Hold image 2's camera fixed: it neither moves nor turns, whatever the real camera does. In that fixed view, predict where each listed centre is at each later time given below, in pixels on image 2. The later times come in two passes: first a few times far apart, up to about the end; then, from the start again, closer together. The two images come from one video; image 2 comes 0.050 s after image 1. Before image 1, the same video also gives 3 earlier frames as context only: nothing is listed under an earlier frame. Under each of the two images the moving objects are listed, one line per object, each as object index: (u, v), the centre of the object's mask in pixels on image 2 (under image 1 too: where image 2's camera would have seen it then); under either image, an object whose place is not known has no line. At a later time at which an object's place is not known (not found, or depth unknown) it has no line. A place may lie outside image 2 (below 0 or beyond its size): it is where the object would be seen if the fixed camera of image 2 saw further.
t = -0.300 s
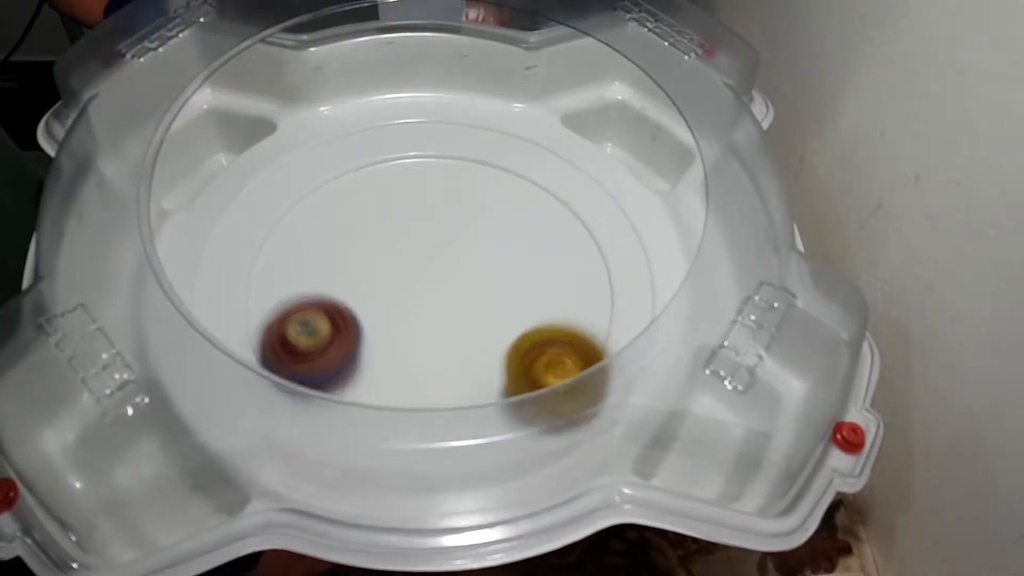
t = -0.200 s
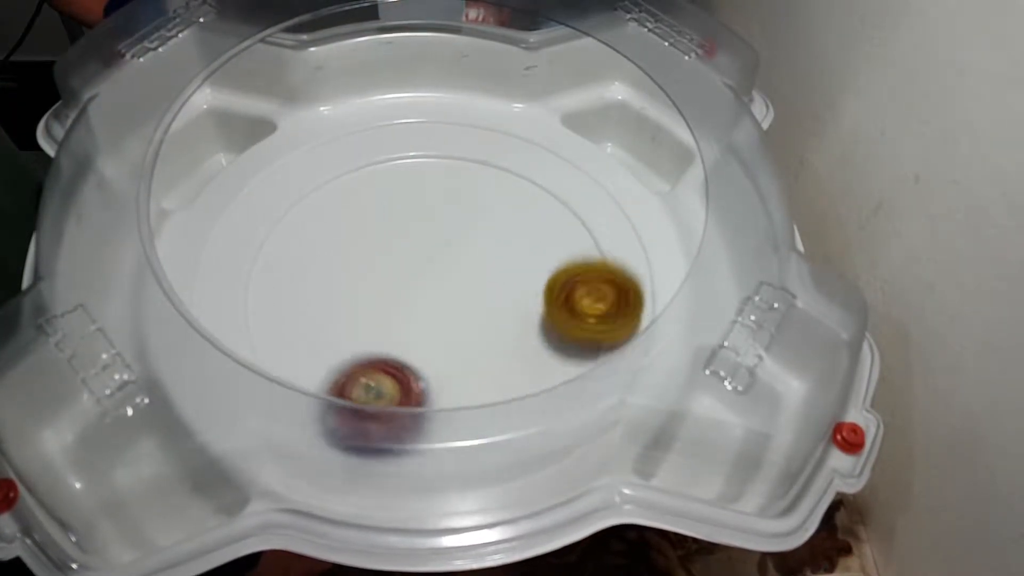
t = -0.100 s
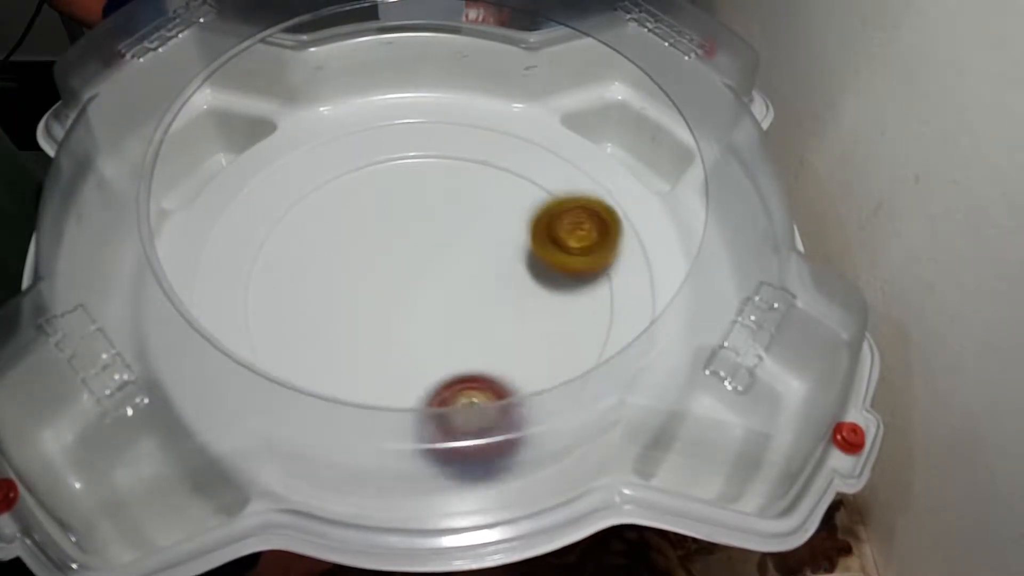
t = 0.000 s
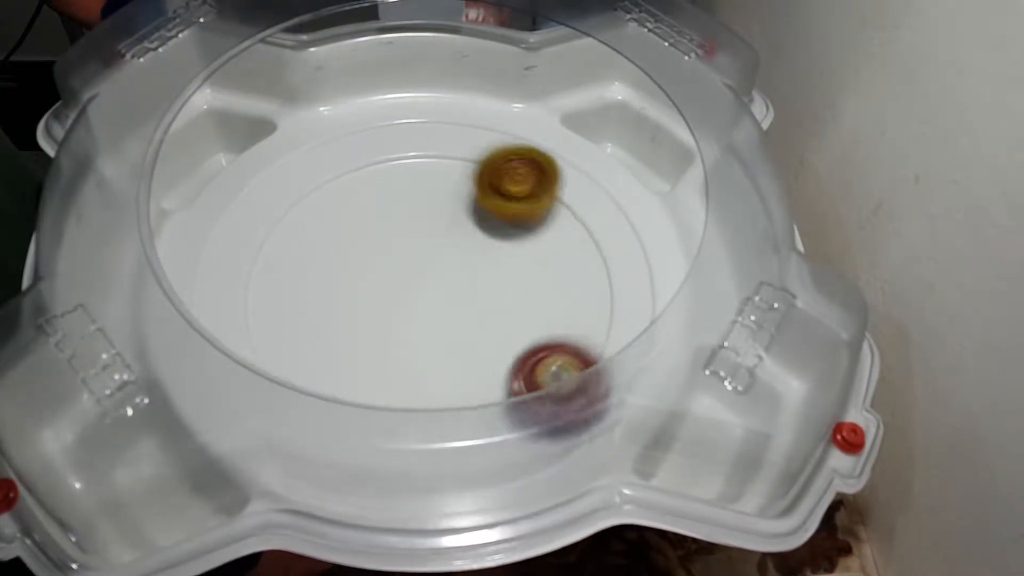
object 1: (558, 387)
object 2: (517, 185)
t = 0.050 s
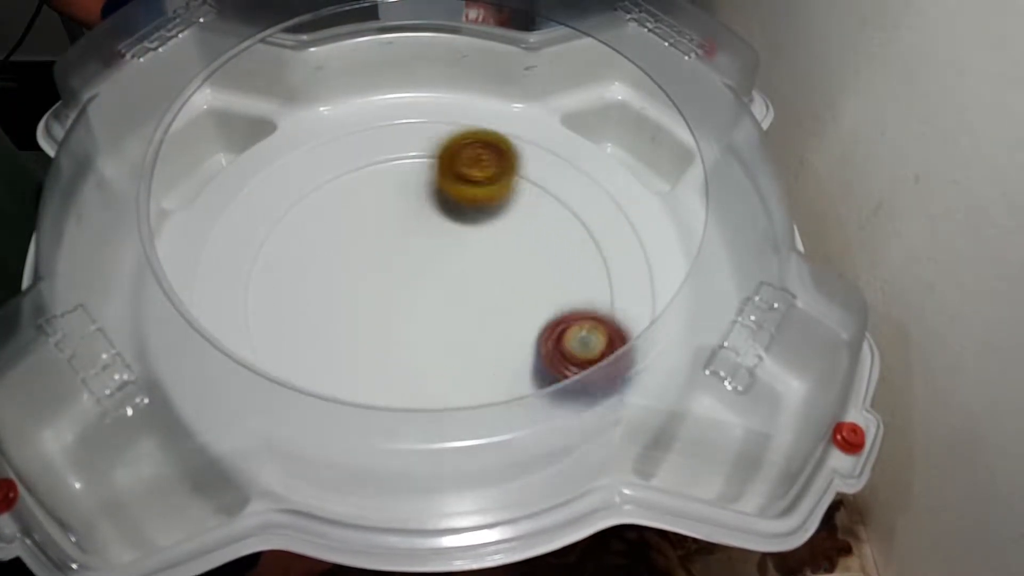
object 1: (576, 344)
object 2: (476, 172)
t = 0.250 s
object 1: (558, 214)
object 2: (308, 190)
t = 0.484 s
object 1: (364, 173)
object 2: (275, 335)
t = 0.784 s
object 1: (275, 367)
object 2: (527, 363)
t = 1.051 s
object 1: (538, 392)
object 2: (537, 202)
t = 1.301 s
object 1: (544, 221)
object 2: (344, 166)
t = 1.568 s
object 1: (318, 227)
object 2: (271, 323)
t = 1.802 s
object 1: (323, 395)
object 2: (468, 378)
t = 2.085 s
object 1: (549, 359)
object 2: (566, 230)
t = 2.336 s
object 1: (520, 217)
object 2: (402, 156)
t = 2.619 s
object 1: (317, 211)
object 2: (275, 301)
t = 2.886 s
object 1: (364, 373)
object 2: (467, 378)
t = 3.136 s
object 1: (503, 360)
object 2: (595, 263)
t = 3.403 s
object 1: (514, 235)
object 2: (432, 180)
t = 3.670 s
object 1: (360, 218)
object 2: (311, 290)
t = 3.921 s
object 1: (307, 336)
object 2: (394, 378)
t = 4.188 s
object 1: (446, 367)
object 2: (567, 348)
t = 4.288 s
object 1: (485, 327)
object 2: (592, 309)
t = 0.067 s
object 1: (583, 336)
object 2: (461, 170)
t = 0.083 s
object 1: (589, 328)
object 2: (447, 165)
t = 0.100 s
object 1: (594, 318)
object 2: (432, 164)
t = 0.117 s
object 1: (597, 306)
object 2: (417, 163)
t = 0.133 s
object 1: (597, 294)
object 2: (402, 164)
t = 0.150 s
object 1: (595, 281)
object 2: (387, 165)
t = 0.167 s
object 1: (592, 269)
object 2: (373, 167)
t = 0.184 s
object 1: (588, 257)
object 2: (358, 169)
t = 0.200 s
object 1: (583, 245)
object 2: (345, 174)
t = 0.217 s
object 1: (576, 234)
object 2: (332, 178)
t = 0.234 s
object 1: (568, 223)
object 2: (320, 184)
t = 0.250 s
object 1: (558, 214)
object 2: (308, 190)
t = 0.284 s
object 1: (537, 197)
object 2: (287, 206)
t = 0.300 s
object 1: (526, 190)
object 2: (277, 217)
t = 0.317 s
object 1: (513, 183)
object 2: (270, 228)
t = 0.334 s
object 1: (500, 178)
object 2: (263, 238)
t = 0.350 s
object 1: (486, 173)
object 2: (257, 249)
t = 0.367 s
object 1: (471, 170)
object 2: (254, 260)
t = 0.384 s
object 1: (456, 167)
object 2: (251, 273)
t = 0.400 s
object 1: (441, 165)
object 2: (250, 285)
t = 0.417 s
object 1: (426, 165)
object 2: (251, 297)
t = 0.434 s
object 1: (410, 165)
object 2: (255, 308)
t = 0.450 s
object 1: (395, 166)
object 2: (260, 317)
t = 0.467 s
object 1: (379, 169)
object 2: (267, 327)
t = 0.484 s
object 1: (364, 173)
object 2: (275, 335)
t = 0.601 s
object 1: (274, 223)
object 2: (364, 380)
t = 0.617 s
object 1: (265, 234)
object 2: (379, 383)
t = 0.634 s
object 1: (258, 246)
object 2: (395, 385)
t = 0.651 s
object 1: (251, 258)
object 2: (412, 386)
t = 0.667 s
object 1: (247, 271)
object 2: (428, 386)
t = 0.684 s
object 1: (244, 285)
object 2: (443, 386)
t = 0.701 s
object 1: (245, 298)
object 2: (459, 384)
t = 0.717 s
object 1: (249, 310)
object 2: (475, 381)
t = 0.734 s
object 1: (251, 326)
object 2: (489, 378)
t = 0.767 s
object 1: (266, 354)
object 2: (515, 369)
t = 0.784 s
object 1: (275, 367)
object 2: (527, 363)
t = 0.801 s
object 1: (287, 379)
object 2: (538, 357)
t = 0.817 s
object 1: (299, 390)
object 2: (548, 350)
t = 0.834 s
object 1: (314, 400)
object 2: (557, 342)
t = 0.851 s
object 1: (330, 408)
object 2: (566, 332)
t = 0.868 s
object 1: (347, 415)
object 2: (572, 322)
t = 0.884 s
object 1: (365, 422)
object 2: (575, 311)
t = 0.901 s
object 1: (383, 427)
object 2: (577, 299)
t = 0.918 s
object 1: (402, 430)
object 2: (577, 288)
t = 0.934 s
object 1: (421, 430)
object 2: (576, 275)
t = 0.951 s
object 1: (440, 430)
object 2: (574, 264)
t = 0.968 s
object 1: (458, 427)
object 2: (571, 252)
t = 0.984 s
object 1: (476, 423)
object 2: (566, 241)
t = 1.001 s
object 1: (493, 416)
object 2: (560, 230)
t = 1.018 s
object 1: (509, 409)
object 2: (553, 222)
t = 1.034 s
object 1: (525, 401)
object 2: (546, 211)
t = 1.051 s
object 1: (538, 392)
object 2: (537, 202)
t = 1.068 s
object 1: (550, 383)
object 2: (527, 194)
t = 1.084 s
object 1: (560, 372)
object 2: (516, 188)
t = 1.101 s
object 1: (568, 361)
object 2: (505, 182)
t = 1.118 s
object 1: (571, 342)
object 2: (493, 176)
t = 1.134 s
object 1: (578, 334)
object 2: (480, 171)
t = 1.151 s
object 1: (582, 324)
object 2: (468, 167)
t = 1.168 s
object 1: (585, 312)
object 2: (454, 162)
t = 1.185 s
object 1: (585, 300)
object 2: (441, 158)
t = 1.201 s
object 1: (583, 287)
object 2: (426, 156)
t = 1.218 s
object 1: (580, 275)
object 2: (413, 157)
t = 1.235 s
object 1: (576, 264)
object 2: (399, 155)
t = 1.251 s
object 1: (571, 252)
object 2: (385, 156)
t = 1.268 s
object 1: (564, 241)
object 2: (370, 160)
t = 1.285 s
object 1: (555, 231)
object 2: (357, 162)
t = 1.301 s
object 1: (544, 221)
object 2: (344, 166)
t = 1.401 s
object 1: (461, 187)
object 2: (279, 206)
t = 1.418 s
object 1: (445, 185)
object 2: (272, 216)
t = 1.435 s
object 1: (429, 183)
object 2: (265, 226)
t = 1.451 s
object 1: (413, 184)
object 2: (260, 238)
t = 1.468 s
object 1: (398, 187)
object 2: (257, 250)
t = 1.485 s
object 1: (384, 191)
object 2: (255, 263)
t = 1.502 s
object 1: (368, 194)
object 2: (254, 274)
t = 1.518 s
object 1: (354, 200)
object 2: (255, 288)
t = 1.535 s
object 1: (341, 207)
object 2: (258, 301)
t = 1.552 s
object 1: (329, 216)
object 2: (264, 312)
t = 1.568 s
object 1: (318, 227)
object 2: (271, 323)
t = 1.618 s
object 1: (294, 259)
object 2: (302, 349)
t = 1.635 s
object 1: (289, 271)
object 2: (314, 356)
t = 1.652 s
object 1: (285, 284)
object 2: (328, 362)
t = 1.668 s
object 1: (283, 297)
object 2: (342, 368)
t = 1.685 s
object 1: (283, 311)
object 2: (355, 372)
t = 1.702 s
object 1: (285, 325)
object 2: (372, 376)
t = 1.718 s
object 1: (290, 335)
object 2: (389, 379)
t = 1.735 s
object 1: (294, 347)
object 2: (405, 381)
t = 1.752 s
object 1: (298, 362)
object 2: (421, 382)
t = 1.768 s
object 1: (304, 375)
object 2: (436, 382)
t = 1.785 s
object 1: (313, 386)
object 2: (453, 380)
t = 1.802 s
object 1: (323, 395)
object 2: (468, 378)
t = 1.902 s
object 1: (406, 433)
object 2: (545, 347)
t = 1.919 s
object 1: (423, 434)
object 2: (554, 339)
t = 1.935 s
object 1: (439, 432)
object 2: (562, 331)
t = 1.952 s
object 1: (456, 430)
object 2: (569, 320)
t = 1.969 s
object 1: (471, 425)
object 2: (573, 309)
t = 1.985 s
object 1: (485, 418)
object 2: (576, 298)
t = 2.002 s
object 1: (499, 413)
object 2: (578, 286)
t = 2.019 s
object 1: (514, 406)
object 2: (578, 275)
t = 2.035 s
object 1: (527, 398)
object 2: (576, 264)
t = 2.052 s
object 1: (537, 390)
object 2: (574, 253)
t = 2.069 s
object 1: (548, 380)
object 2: (571, 241)
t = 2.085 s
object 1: (549, 359)
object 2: (566, 230)
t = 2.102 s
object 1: (557, 352)
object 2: (560, 221)
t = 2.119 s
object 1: (564, 344)
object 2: (554, 212)
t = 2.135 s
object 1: (570, 335)
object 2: (545, 202)
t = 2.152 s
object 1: (575, 326)
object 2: (537, 195)
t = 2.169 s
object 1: (576, 316)
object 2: (527, 187)
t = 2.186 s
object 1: (576, 304)
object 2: (517, 181)
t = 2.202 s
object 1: (575, 292)
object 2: (505, 175)
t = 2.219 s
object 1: (572, 282)
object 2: (493, 171)
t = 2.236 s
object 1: (567, 271)
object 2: (480, 168)
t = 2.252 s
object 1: (562, 261)
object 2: (468, 161)
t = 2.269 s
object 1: (555, 251)
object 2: (455, 159)
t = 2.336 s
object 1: (520, 217)
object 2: (402, 156)
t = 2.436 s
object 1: (449, 189)
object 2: (327, 182)
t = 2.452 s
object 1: (436, 187)
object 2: (316, 189)
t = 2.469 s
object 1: (423, 185)
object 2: (306, 197)
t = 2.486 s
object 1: (410, 185)
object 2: (298, 207)
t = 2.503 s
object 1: (397, 184)
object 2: (291, 218)
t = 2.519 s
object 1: (384, 183)
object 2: (284, 228)
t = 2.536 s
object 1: (372, 183)
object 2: (279, 240)
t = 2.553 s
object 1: (359, 186)
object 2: (276, 252)
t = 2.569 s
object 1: (347, 190)
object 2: (274, 265)
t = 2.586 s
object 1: (336, 196)
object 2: (272, 276)
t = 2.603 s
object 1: (326, 203)
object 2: (273, 289)
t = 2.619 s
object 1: (317, 211)
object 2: (275, 301)
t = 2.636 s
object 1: (308, 220)
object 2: (278, 313)
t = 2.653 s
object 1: (300, 230)
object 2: (285, 324)
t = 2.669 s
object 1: (294, 241)
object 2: (294, 333)
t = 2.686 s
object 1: (290, 253)
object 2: (303, 341)
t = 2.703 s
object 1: (287, 264)
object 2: (313, 349)
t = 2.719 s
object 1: (286, 278)
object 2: (326, 356)
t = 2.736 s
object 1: (287, 292)
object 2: (338, 362)
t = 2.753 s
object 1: (291, 306)
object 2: (351, 368)
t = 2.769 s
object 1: (294, 318)
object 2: (365, 372)
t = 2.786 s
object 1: (300, 330)
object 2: (378, 376)
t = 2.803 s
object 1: (308, 341)
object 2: (393, 379)
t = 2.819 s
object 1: (317, 349)
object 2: (407, 380)
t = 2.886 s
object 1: (364, 373)
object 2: (467, 378)
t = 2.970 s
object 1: (419, 382)
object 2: (548, 354)
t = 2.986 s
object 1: (427, 382)
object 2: (564, 347)
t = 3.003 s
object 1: (434, 381)
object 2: (579, 338)
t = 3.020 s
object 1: (443, 380)
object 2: (592, 329)
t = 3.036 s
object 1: (453, 378)
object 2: (600, 320)
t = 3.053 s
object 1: (462, 376)
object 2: (605, 310)
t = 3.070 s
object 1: (470, 374)
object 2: (606, 303)
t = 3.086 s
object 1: (479, 371)
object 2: (607, 294)
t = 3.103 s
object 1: (488, 367)
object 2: (604, 283)
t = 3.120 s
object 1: (495, 363)
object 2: (599, 273)
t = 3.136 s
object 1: (503, 360)
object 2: (595, 263)
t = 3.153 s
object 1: (511, 354)
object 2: (589, 251)
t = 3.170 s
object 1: (518, 348)
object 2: (582, 244)
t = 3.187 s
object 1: (524, 341)
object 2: (575, 233)
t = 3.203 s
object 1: (530, 334)
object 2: (566, 224)
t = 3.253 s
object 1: (540, 309)
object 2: (538, 203)
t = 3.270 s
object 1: (541, 299)
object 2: (527, 198)
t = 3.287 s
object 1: (542, 290)
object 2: (517, 192)
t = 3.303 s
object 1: (541, 282)
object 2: (504, 188)
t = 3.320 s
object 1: (539, 273)
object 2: (493, 184)
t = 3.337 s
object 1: (536, 265)
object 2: (481, 181)
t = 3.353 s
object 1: (532, 257)
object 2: (468, 180)
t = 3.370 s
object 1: (527, 250)
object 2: (457, 179)
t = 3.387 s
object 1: (522, 242)
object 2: (445, 179)
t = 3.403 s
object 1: (514, 235)
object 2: (432, 180)
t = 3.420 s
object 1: (507, 229)
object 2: (420, 183)
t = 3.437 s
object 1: (499, 225)
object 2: (409, 185)
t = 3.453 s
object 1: (490, 220)
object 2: (397, 189)
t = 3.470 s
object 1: (480, 216)
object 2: (386, 193)
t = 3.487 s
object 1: (471, 211)
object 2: (376, 197)
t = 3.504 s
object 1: (461, 208)
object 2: (365, 205)
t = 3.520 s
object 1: (450, 203)
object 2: (357, 212)
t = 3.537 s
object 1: (440, 203)
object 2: (349, 217)
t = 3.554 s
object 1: (429, 203)
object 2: (341, 226)
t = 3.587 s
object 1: (409, 201)
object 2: (328, 242)
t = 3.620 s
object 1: (390, 207)
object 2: (319, 261)
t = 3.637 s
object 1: (379, 208)
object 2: (315, 270)
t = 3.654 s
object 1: (369, 212)
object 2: (312, 281)
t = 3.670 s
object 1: (360, 218)
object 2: (311, 290)
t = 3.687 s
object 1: (352, 222)
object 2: (310, 300)
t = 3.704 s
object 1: (342, 228)
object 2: (311, 310)
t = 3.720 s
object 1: (334, 235)
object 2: (313, 318)
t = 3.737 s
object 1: (327, 241)
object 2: (314, 327)
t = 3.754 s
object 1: (319, 248)
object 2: (318, 336)
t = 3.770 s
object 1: (313, 256)
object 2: (322, 341)
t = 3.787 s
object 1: (309, 265)
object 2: (328, 348)
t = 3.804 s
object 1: (305, 273)
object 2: (335, 354)
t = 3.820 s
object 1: (301, 282)
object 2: (342, 358)
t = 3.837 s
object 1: (299, 292)
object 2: (349, 363)
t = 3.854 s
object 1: (299, 301)
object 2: (358, 367)
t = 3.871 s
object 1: (299, 309)
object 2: (366, 370)
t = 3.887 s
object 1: (299, 319)
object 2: (375, 373)
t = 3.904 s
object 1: (302, 328)
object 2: (385, 376)
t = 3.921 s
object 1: (307, 336)
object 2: (394, 378)
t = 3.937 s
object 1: (312, 343)
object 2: (404, 380)
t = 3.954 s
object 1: (319, 350)
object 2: (416, 381)
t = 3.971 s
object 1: (328, 356)
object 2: (425, 382)
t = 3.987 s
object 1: (337, 361)
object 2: (436, 382)
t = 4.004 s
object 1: (346, 366)
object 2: (447, 381)
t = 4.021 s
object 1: (357, 370)
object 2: (457, 381)
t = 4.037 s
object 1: (363, 371)
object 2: (474, 380)
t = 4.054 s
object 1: (370, 373)
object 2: (488, 378)
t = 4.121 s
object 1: (405, 374)
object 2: (537, 366)
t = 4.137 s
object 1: (415, 373)
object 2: (546, 362)
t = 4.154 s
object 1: (425, 372)
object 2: (554, 358)
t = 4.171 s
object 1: (435, 370)
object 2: (561, 353)
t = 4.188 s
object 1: (446, 367)
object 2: (567, 348)
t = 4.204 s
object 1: (455, 363)
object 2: (573, 342)
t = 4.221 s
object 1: (464, 359)
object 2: (578, 336)
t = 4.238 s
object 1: (473, 351)
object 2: (582, 330)
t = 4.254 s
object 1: (480, 344)
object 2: (585, 324)
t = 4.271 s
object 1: (487, 336)
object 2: (585, 317)
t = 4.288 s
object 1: (485, 327)
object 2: (592, 309)
